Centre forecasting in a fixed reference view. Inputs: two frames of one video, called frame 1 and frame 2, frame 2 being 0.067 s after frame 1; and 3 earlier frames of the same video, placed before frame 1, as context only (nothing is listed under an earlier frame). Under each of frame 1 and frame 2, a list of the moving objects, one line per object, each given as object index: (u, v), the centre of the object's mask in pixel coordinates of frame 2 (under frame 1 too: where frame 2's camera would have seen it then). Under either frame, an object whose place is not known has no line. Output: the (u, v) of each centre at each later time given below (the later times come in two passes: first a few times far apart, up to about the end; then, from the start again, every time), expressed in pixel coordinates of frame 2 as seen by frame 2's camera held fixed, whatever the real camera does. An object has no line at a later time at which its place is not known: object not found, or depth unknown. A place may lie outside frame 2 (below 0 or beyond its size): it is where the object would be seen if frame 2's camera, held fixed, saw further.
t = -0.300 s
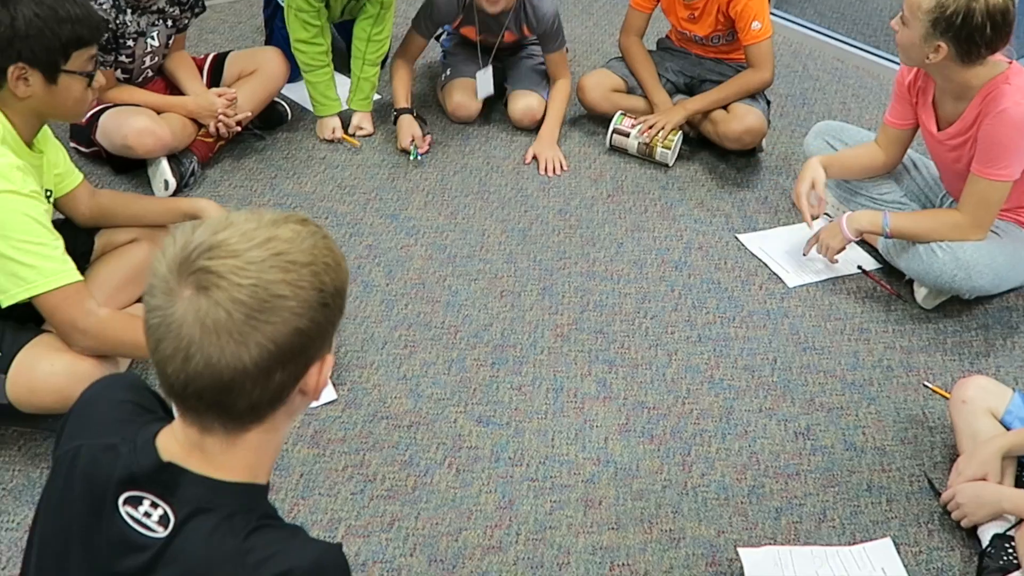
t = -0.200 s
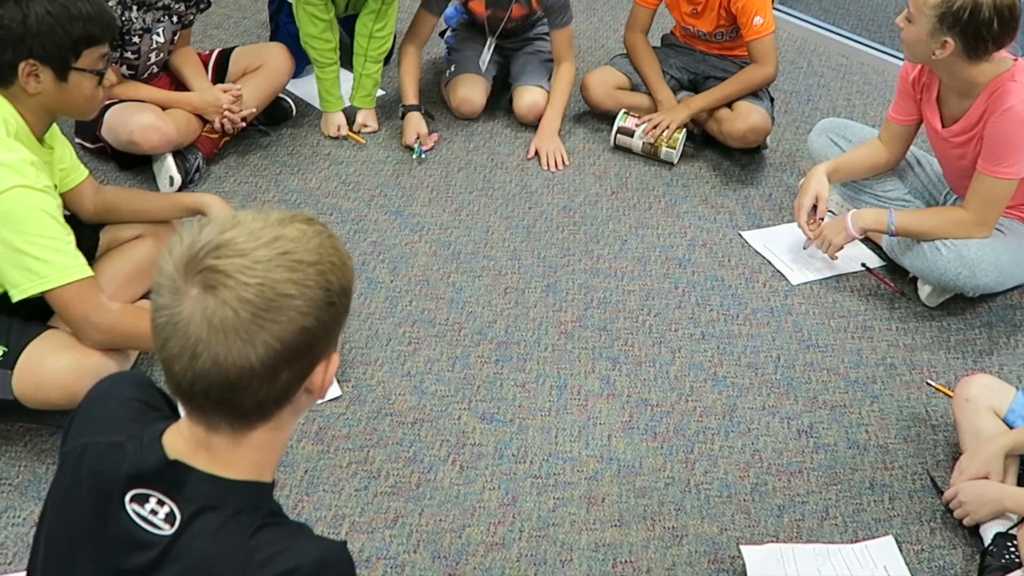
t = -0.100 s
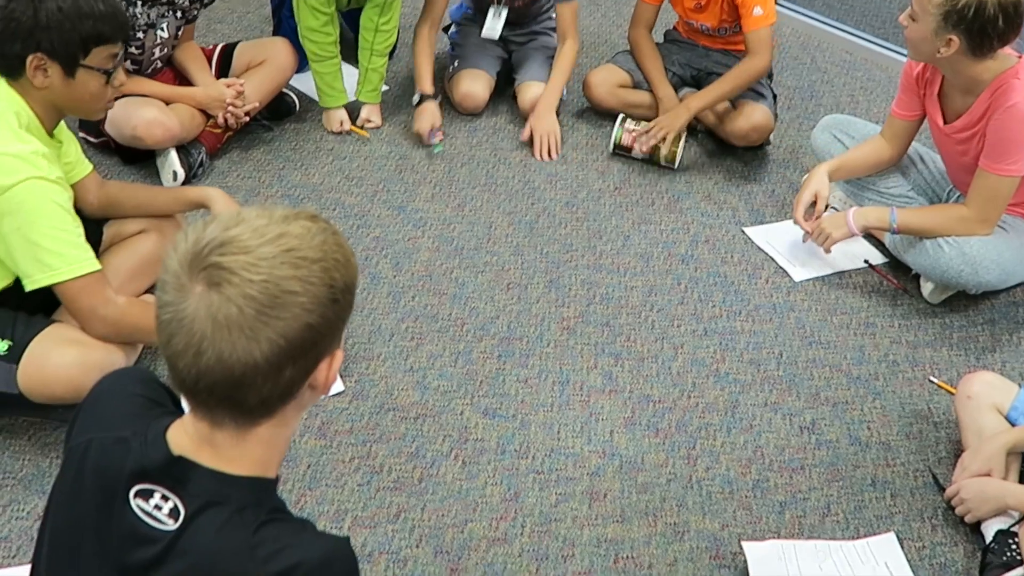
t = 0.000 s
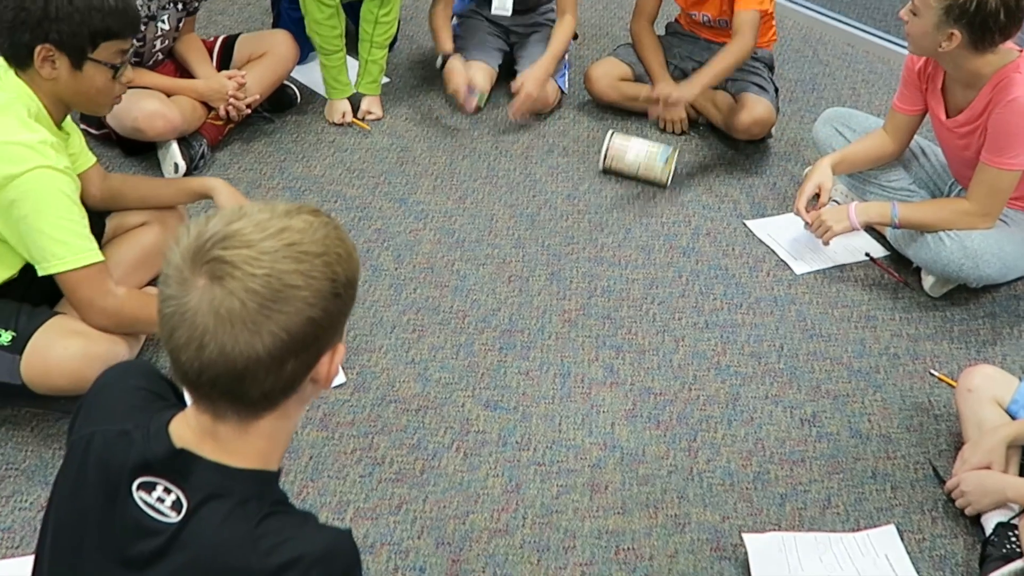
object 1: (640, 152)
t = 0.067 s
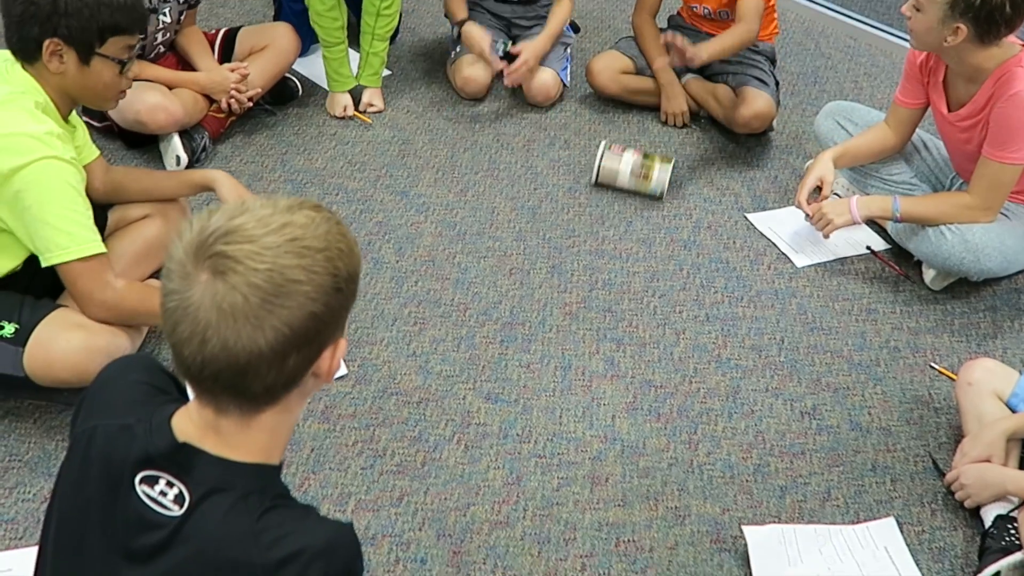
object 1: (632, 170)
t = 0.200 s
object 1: (620, 212)
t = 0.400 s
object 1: (612, 280)
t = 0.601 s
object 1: (615, 354)
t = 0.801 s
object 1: (619, 430)
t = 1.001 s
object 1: (615, 513)
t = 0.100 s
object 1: (630, 180)
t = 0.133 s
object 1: (626, 190)
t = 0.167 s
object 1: (623, 201)
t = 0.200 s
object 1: (620, 212)
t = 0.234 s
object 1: (618, 224)
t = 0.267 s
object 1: (617, 235)
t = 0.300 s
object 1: (615, 246)
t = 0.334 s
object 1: (613, 258)
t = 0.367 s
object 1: (613, 269)
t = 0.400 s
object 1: (612, 280)
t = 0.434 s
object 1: (612, 292)
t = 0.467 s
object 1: (613, 301)
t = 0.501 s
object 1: (615, 316)
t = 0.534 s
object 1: (615, 331)
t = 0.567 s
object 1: (614, 344)
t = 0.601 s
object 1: (615, 354)
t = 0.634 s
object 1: (615, 367)
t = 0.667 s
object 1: (615, 374)
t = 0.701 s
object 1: (616, 389)
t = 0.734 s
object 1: (618, 409)
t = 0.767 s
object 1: (618, 423)
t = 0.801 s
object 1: (619, 430)
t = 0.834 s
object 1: (619, 445)
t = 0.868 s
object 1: (617, 461)
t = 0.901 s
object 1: (618, 475)
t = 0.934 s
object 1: (616, 487)
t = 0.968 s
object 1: (616, 500)
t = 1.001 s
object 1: (615, 513)
